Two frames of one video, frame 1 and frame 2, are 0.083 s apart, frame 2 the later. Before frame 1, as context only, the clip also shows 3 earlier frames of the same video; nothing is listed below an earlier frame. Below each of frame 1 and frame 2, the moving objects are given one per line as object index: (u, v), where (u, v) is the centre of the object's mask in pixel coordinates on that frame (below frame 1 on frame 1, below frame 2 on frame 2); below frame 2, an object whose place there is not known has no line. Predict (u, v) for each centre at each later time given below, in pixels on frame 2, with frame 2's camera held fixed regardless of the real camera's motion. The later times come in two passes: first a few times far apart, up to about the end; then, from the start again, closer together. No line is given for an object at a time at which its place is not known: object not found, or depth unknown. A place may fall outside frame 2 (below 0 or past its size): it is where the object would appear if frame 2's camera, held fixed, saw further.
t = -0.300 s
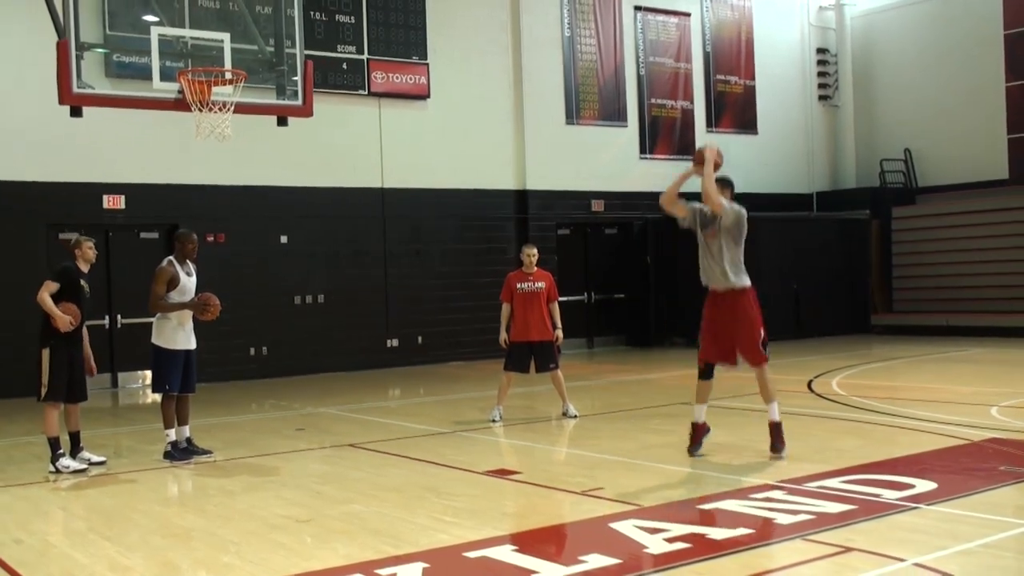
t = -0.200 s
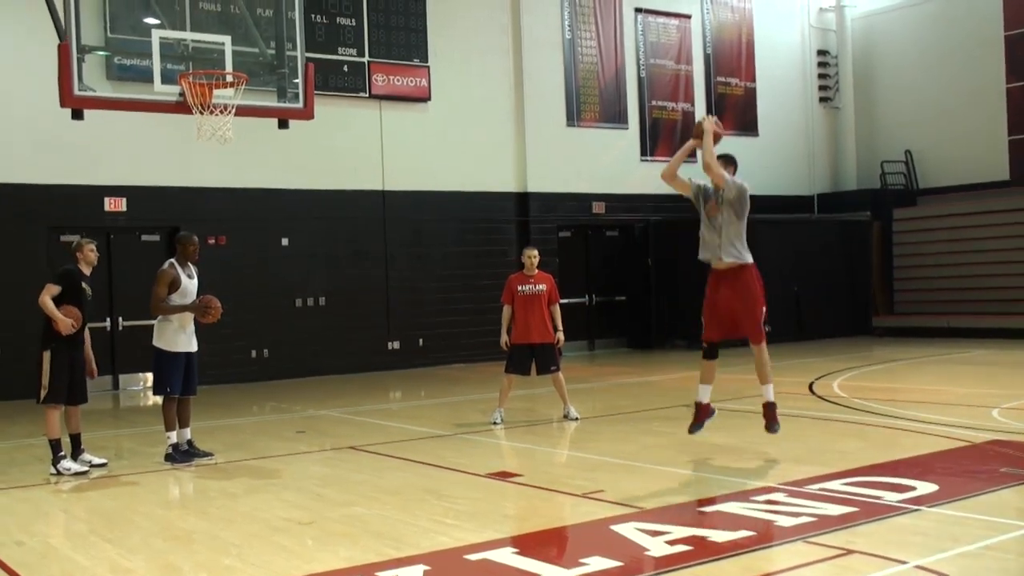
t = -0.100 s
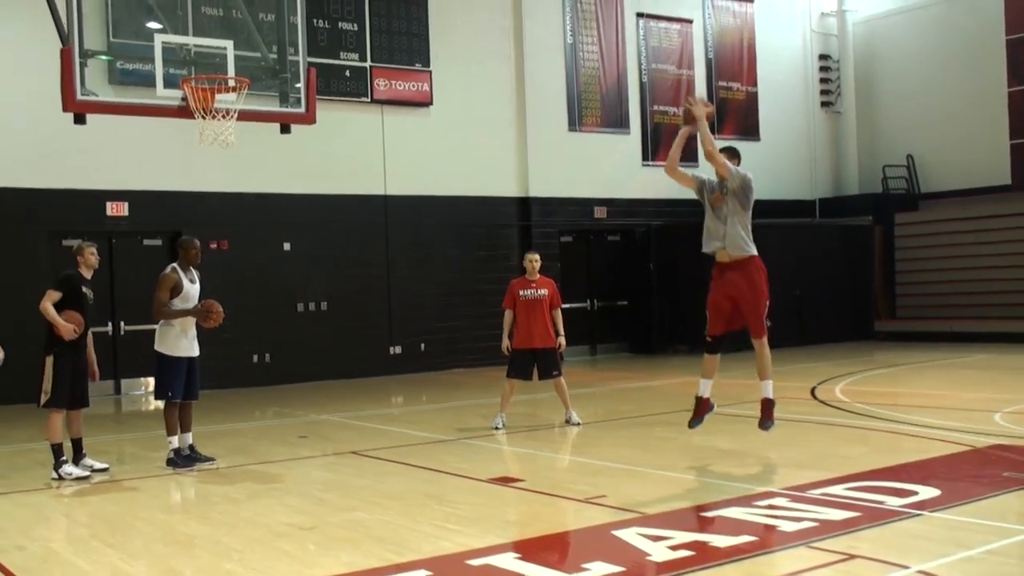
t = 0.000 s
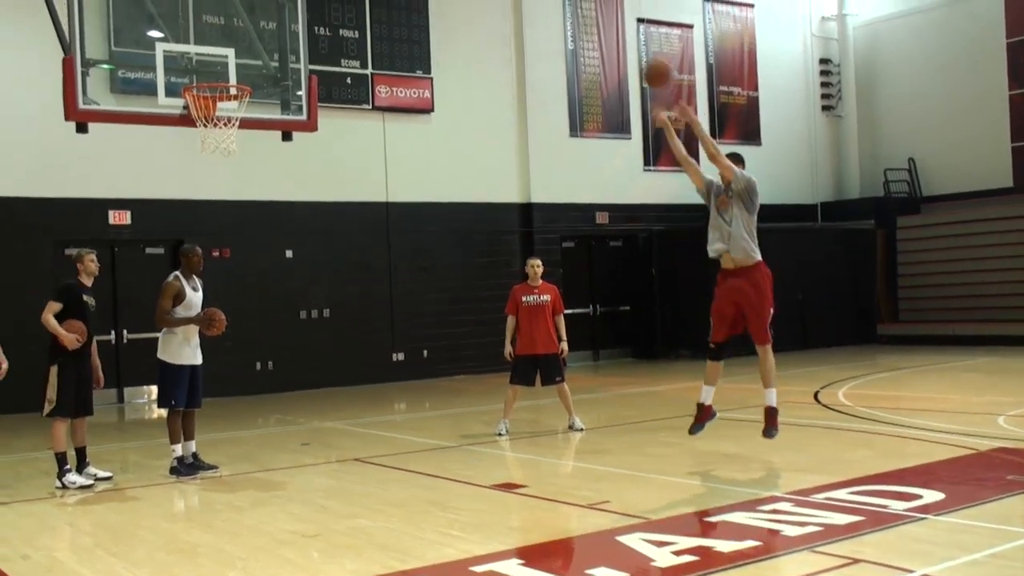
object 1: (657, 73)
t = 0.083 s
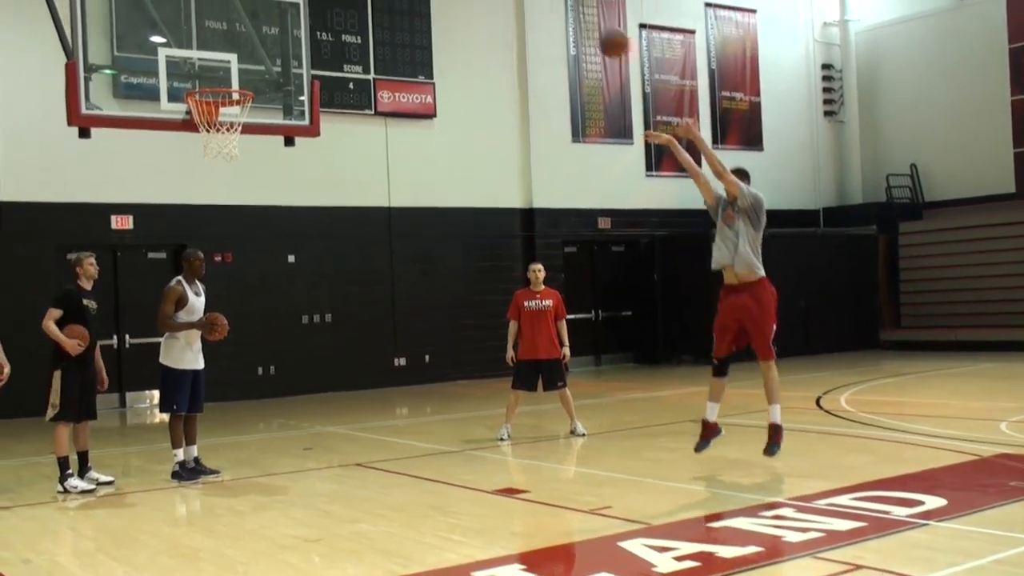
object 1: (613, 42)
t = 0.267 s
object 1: (512, -3)
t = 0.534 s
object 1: (362, -7)
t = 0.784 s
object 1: (222, 76)
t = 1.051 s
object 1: (234, 161)
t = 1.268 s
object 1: (248, 256)
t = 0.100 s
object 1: (603, 37)
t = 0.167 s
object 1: (567, 15)
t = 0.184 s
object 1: (558, 10)
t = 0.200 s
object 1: (549, 6)
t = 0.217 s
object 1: (540, 3)
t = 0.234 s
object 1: (530, 1)
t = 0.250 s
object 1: (522, -1)
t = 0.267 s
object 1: (512, -3)
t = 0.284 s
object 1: (503, -5)
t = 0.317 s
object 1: (484, -7)
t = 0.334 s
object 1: (475, -9)
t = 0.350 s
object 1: (466, -10)
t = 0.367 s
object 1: (456, -10)
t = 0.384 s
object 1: (447, -11)
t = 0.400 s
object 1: (437, -11)
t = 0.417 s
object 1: (429, -12)
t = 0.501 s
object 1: (382, -11)
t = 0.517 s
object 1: (373, -10)
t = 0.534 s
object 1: (362, -7)
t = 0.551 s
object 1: (354, -5)
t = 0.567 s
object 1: (343, -1)
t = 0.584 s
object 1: (336, 2)
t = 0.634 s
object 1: (307, 16)
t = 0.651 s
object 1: (300, 20)
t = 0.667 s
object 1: (286, 27)
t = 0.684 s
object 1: (283, 29)
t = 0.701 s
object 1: (268, 41)
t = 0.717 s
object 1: (266, 45)
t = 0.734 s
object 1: (249, 55)
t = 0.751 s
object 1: (244, 58)
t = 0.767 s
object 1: (228, 72)
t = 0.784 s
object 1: (222, 76)
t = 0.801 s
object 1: (211, 81)
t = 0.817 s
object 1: (209, 87)
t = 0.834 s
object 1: (211, 92)
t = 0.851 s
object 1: (212, 100)
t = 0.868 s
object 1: (216, 103)
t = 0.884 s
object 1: (217, 105)
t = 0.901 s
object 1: (220, 109)
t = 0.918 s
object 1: (221, 112)
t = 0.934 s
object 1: (225, 119)
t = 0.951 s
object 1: (224, 120)
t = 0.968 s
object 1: (230, 122)
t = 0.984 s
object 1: (228, 136)
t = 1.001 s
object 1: (231, 140)
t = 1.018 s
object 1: (232, 155)
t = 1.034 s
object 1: (233, 158)
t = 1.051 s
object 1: (234, 161)
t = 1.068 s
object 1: (235, 164)
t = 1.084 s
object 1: (236, 169)
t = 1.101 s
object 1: (237, 175)
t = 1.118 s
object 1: (238, 181)
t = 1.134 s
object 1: (239, 188)
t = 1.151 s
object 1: (240, 195)
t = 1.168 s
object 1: (241, 204)
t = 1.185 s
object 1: (242, 211)
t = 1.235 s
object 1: (245, 237)
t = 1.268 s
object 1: (248, 256)
